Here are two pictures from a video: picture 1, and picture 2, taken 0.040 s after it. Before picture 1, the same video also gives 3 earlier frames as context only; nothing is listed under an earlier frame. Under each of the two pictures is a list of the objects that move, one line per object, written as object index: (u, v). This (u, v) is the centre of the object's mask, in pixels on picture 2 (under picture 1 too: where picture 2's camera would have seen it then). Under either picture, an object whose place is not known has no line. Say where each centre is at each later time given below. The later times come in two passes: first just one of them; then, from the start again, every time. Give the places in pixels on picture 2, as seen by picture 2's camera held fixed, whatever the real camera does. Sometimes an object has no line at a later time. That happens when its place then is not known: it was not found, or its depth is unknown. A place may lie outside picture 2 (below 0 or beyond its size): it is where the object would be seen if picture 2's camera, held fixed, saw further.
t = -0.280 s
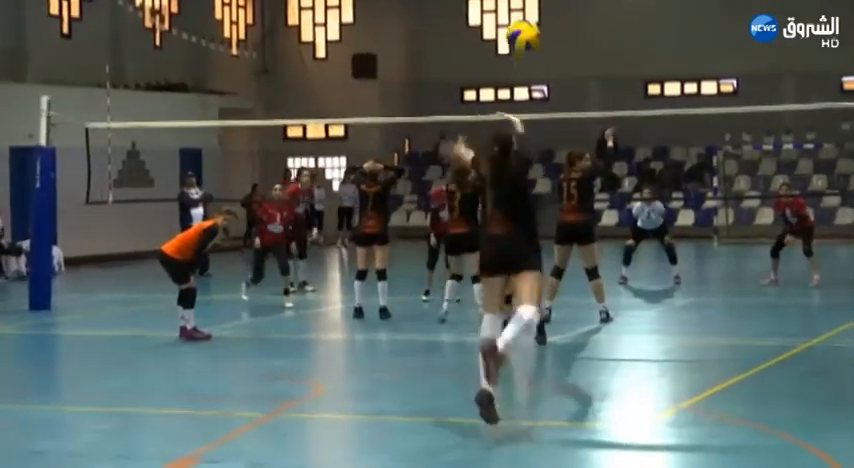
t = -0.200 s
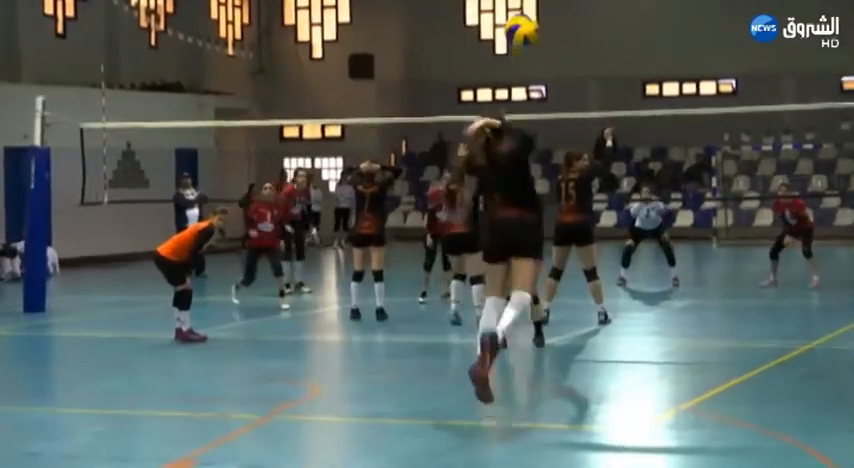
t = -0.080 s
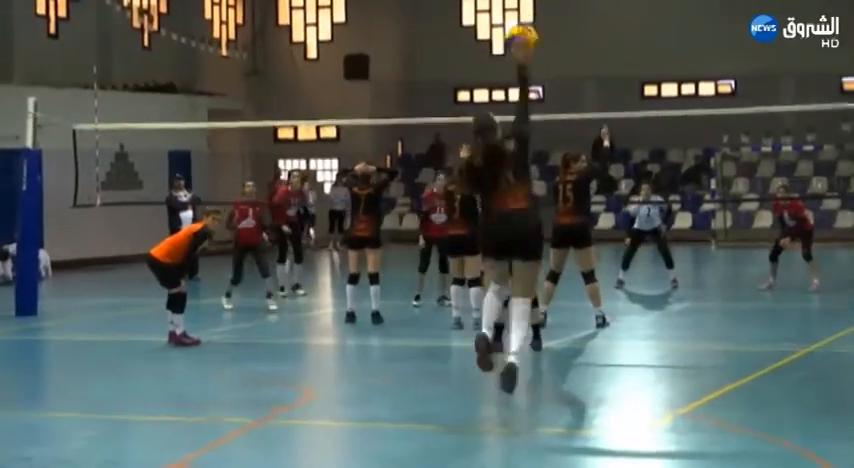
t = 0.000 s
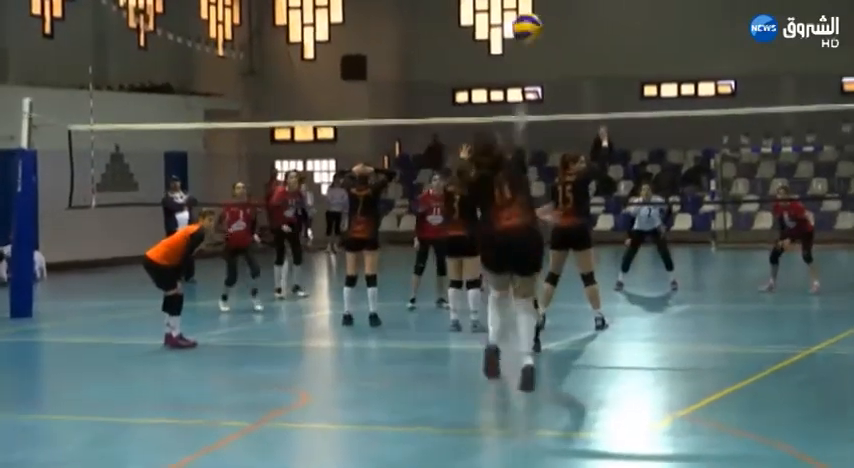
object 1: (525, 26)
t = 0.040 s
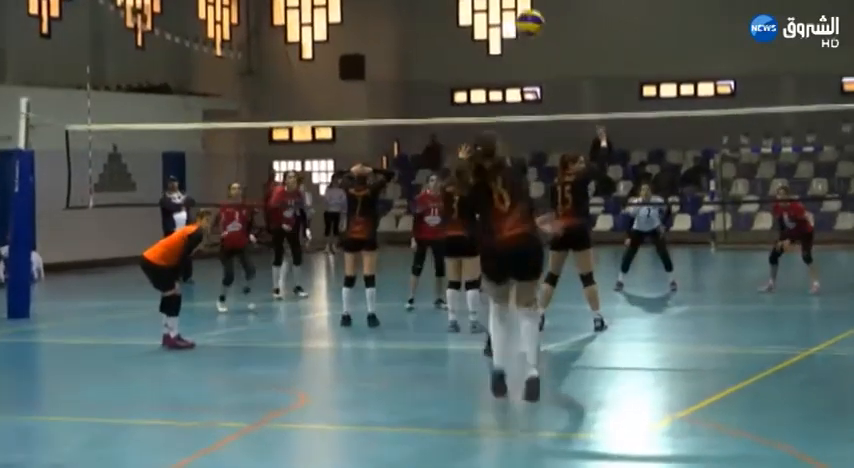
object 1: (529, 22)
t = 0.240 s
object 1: (544, 25)
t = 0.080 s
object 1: (533, 19)
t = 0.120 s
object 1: (538, 18)
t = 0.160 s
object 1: (541, 18)
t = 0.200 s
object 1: (543, 20)
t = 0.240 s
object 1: (544, 25)
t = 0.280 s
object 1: (545, 34)
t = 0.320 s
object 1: (547, 43)
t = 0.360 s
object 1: (548, 53)
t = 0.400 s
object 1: (552, 65)
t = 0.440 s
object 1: (554, 78)
